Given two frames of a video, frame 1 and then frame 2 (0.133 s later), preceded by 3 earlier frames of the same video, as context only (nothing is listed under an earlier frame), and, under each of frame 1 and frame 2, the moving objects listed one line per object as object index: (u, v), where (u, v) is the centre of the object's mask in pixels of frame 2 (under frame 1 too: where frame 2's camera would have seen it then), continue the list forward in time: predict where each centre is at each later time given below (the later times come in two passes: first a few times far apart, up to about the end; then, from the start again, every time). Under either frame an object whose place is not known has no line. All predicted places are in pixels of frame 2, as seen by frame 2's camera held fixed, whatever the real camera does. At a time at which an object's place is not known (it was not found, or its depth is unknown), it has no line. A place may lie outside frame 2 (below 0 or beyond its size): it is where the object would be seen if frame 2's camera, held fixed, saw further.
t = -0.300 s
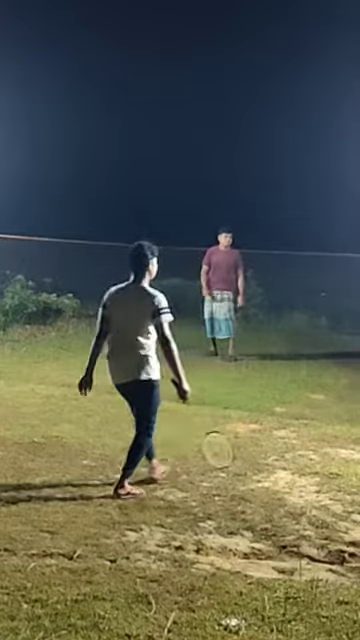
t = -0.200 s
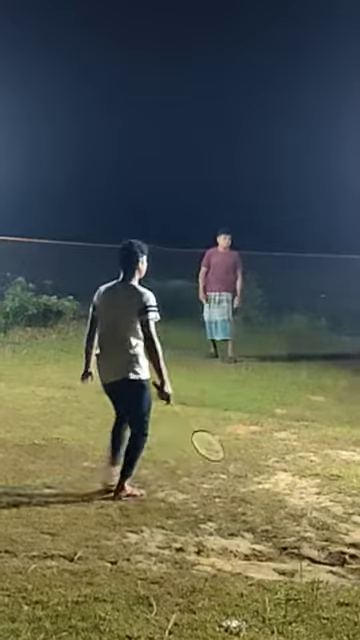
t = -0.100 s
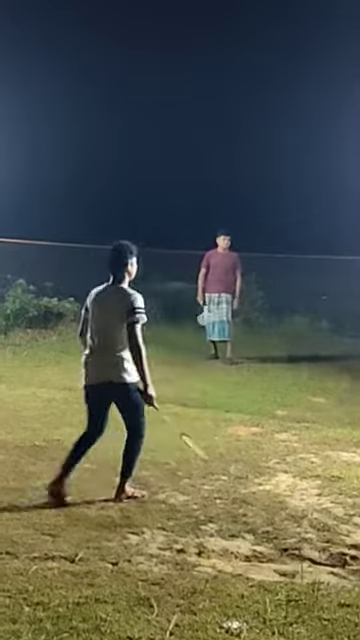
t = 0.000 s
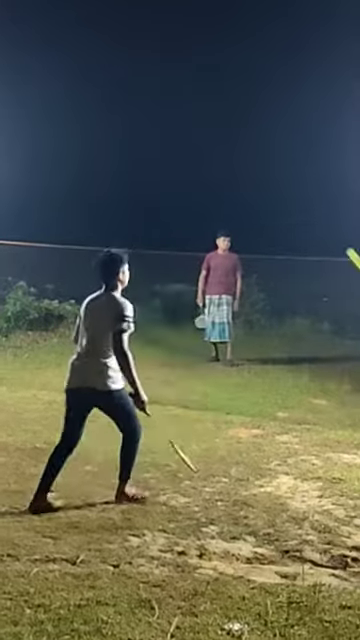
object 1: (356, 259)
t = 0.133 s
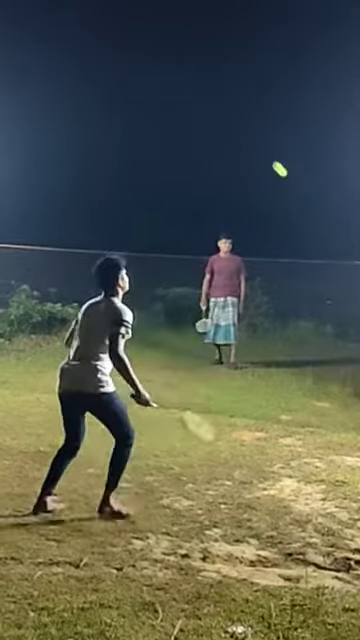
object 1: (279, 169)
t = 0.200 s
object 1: (244, 135)
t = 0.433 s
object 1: (114, 58)
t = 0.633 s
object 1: (3, 51)
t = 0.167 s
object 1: (262, 152)
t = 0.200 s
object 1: (244, 135)
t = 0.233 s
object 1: (225, 119)
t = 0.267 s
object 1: (206, 106)
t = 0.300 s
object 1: (187, 93)
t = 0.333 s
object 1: (169, 82)
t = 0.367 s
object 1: (151, 72)
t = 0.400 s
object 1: (132, 64)
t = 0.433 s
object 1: (114, 58)
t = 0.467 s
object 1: (95, 52)
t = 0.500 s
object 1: (77, 49)
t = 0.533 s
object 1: (58, 47)
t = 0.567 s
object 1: (40, 46)
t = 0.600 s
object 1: (22, 48)
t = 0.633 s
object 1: (3, 51)
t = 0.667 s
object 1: (-15, 56)
